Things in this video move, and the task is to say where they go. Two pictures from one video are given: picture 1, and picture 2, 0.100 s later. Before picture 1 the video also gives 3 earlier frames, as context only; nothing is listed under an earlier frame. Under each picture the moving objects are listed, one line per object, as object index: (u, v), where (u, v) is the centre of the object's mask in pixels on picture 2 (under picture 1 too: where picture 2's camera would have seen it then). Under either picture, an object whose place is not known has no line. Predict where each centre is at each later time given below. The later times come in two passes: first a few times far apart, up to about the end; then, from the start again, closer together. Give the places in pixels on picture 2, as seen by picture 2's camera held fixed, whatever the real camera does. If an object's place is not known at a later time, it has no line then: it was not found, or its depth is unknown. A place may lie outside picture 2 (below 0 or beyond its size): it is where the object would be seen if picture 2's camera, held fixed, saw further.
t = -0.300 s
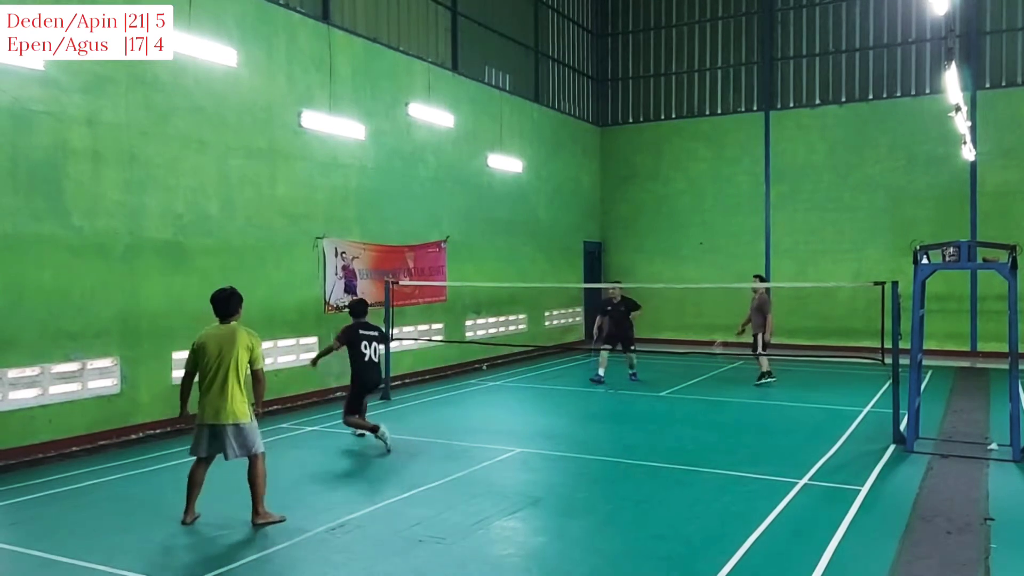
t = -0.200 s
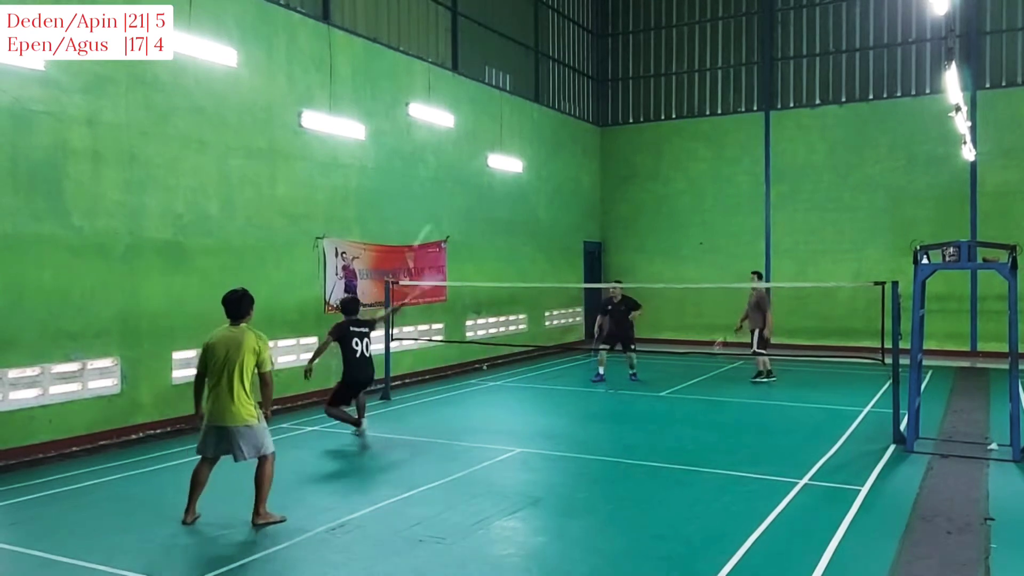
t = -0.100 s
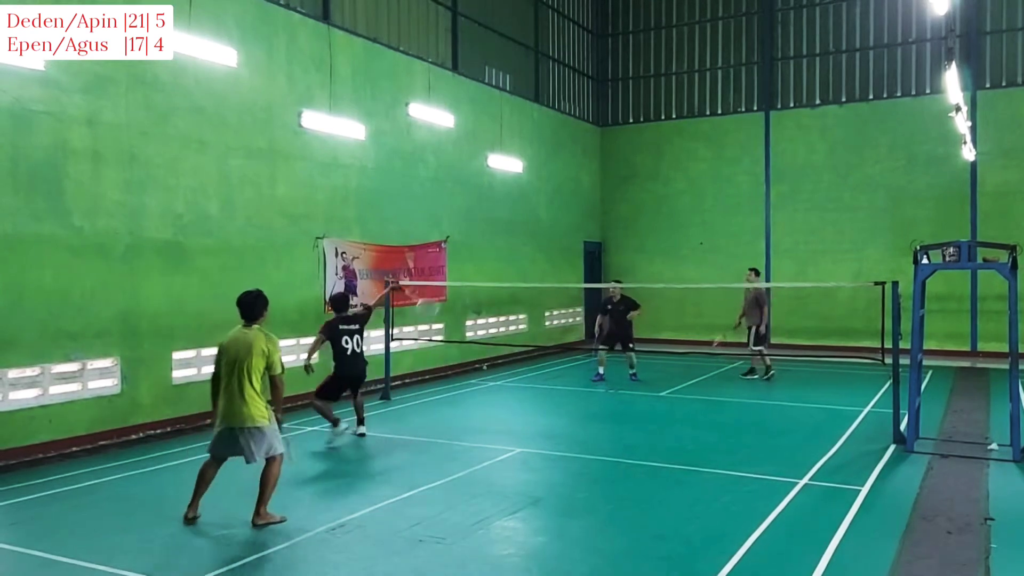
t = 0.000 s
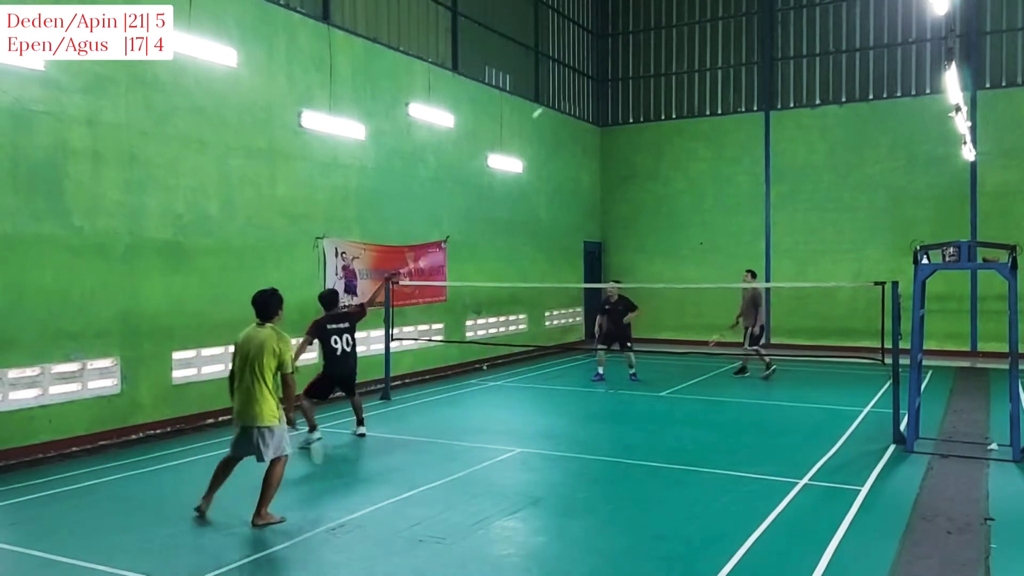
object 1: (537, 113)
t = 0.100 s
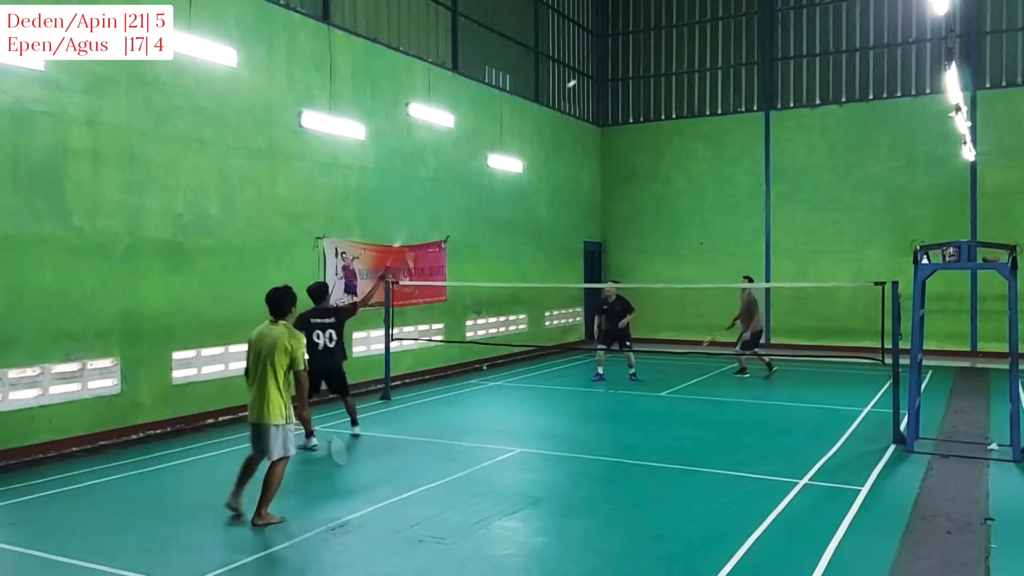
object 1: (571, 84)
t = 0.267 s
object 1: (615, 61)
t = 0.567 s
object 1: (671, 70)
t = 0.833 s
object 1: (704, 109)
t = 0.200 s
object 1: (599, 67)
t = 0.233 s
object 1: (607, 63)
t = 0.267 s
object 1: (615, 61)
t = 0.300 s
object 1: (623, 58)
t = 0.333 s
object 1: (629, 58)
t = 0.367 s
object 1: (636, 57)
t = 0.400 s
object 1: (643, 58)
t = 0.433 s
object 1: (649, 59)
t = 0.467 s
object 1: (655, 61)
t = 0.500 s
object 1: (660, 63)
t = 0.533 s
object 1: (666, 66)
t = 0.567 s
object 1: (671, 70)
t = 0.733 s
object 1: (695, 96)
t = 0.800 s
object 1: (699, 102)
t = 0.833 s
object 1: (704, 109)
